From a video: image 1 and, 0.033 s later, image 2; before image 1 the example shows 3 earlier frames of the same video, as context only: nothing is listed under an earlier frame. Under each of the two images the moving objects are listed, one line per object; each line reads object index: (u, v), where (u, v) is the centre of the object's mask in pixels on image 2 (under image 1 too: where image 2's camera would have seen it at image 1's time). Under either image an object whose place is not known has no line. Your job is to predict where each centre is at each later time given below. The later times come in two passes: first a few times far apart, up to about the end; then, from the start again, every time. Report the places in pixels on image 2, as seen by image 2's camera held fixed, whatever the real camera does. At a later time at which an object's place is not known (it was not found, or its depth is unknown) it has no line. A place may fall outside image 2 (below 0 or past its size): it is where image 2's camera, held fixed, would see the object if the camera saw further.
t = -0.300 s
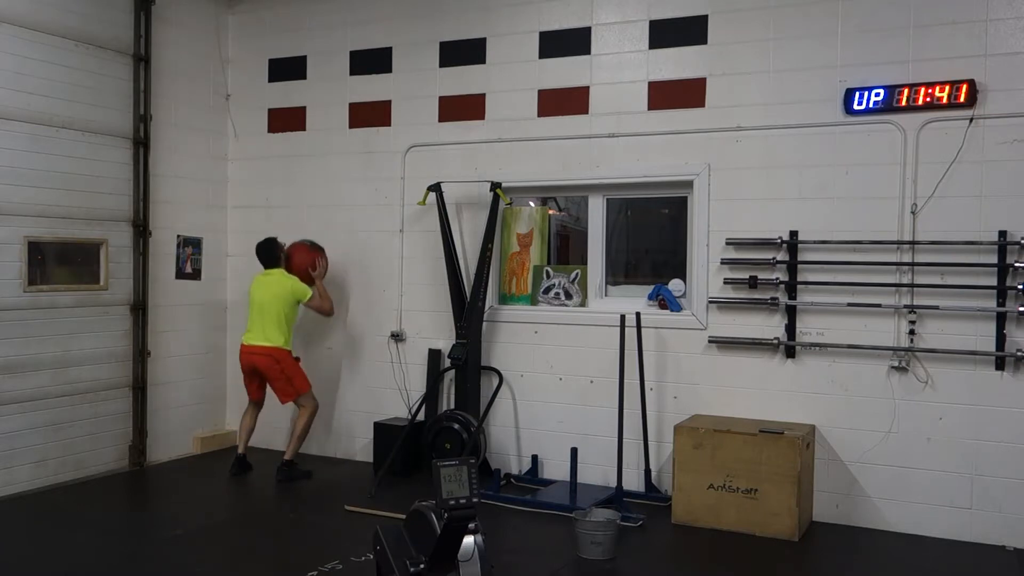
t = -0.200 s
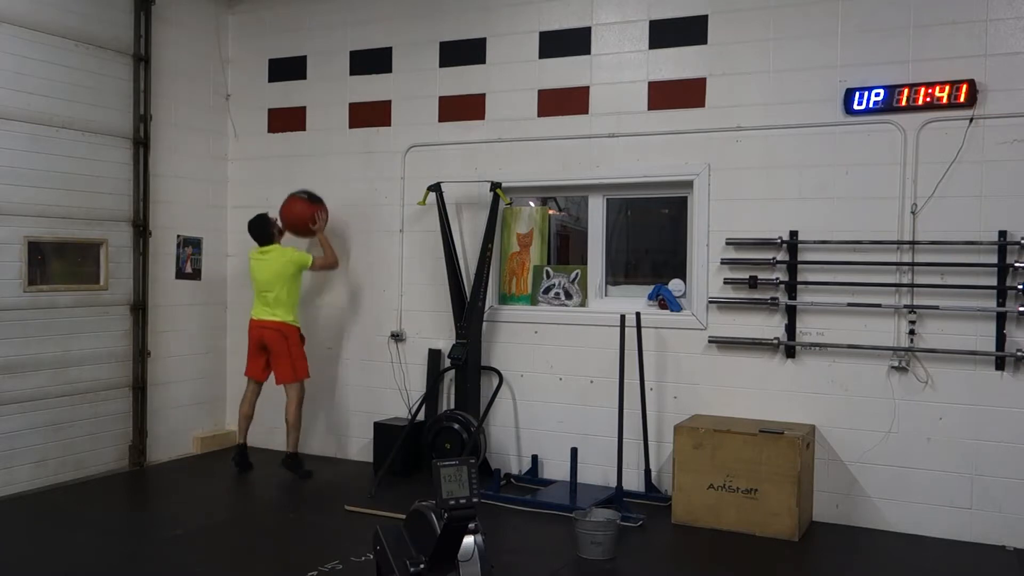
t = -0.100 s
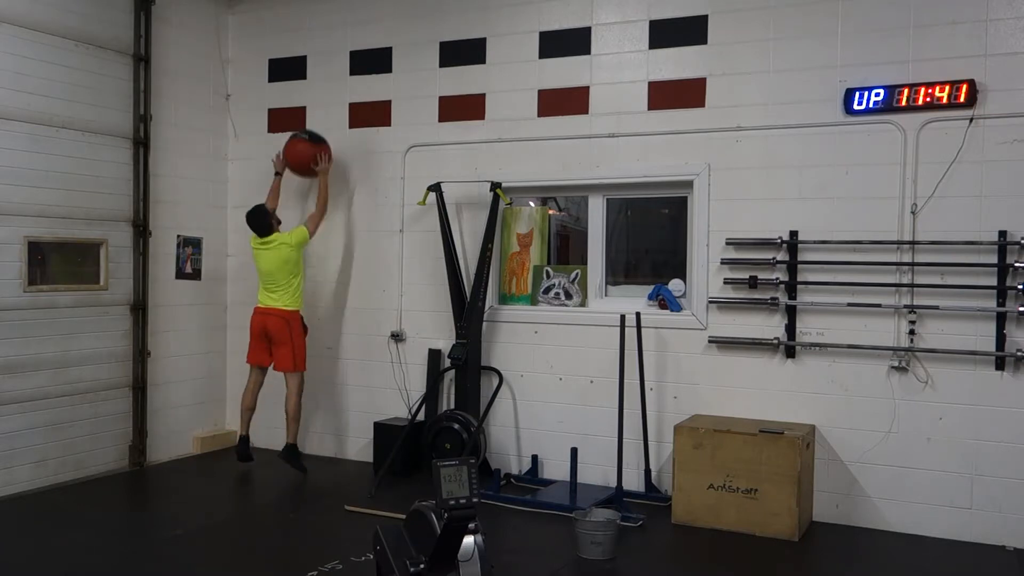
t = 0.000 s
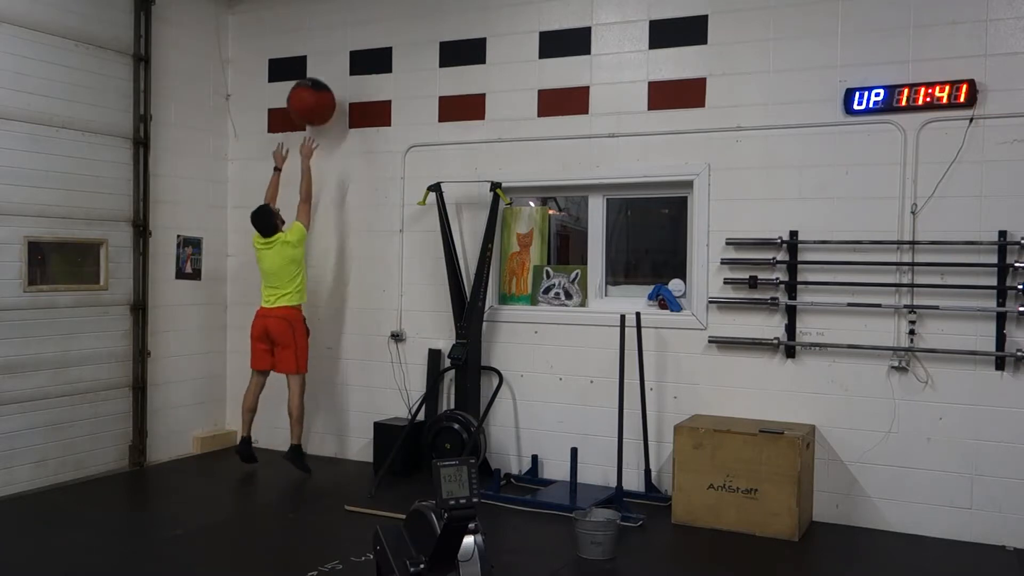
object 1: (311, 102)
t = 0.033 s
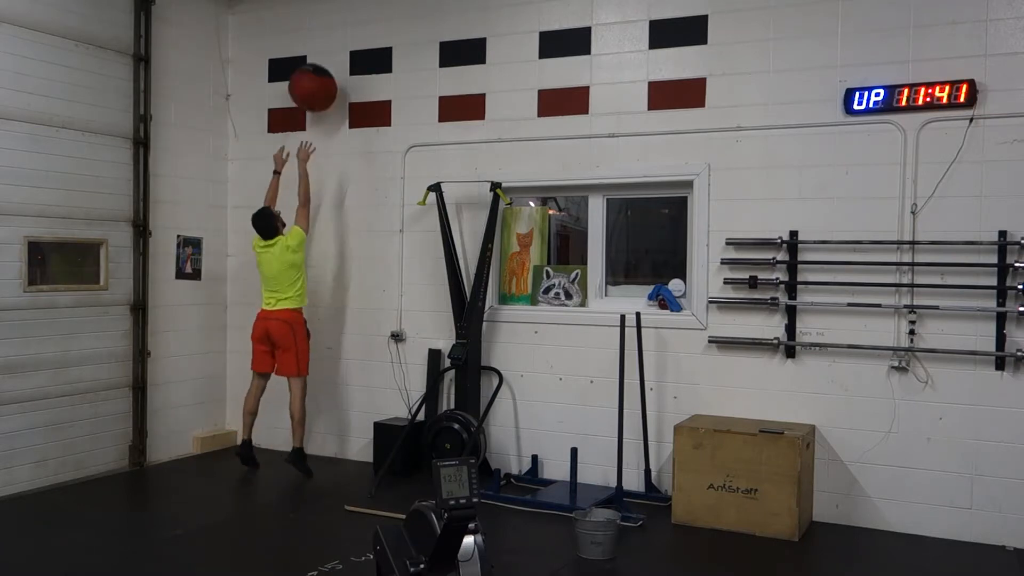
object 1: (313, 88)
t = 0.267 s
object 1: (322, 29)
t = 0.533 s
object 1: (315, 46)
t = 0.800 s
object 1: (308, 156)
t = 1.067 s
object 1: (302, 364)
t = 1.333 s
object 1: (305, 425)
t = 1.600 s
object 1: (320, 450)
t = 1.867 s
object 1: (336, 454)
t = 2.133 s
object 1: (341, 455)
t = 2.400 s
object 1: (337, 455)
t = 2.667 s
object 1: (332, 454)
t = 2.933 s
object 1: (332, 454)
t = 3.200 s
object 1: (332, 454)
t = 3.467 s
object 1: (332, 454)
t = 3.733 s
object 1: (332, 454)
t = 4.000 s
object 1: (332, 454)
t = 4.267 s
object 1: (332, 454)
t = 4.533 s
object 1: (332, 454)
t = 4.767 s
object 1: (332, 454)
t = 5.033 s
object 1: (332, 455)
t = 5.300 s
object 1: (332, 454)
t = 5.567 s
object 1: (332, 455)
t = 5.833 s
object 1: (332, 454)
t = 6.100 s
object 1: (332, 455)
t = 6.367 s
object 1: (332, 455)
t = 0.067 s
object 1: (314, 75)
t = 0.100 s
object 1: (316, 64)
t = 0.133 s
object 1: (317, 54)
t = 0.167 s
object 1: (319, 45)
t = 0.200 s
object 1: (320, 39)
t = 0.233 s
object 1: (321, 33)
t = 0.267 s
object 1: (322, 29)
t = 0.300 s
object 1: (321, 27)
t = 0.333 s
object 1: (321, 26)
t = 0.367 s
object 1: (320, 25)
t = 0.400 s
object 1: (319, 27)
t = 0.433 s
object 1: (318, 30)
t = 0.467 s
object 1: (317, 34)
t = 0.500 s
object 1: (316, 39)
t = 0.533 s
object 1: (315, 46)
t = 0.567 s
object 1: (314, 55)
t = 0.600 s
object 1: (313, 65)
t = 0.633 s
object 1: (312, 77)
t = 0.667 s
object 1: (311, 89)
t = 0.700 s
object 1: (310, 104)
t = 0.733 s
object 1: (309, 120)
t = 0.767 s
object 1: (309, 137)
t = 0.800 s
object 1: (308, 156)
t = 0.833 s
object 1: (307, 176)
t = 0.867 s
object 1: (306, 198)
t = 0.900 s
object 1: (305, 221)
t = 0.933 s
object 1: (304, 246)
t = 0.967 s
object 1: (304, 273)
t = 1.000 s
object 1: (302, 302)
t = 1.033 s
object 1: (301, 332)
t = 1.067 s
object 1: (302, 364)
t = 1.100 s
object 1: (303, 396)
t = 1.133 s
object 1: (301, 430)
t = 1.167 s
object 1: (300, 452)
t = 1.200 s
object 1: (299, 445)
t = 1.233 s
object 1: (300, 438)
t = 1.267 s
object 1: (302, 432)
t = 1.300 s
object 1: (304, 428)
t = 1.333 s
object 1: (305, 425)
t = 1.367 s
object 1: (307, 423)
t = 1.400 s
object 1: (309, 422)
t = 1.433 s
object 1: (311, 423)
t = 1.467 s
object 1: (312, 426)
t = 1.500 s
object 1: (314, 430)
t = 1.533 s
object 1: (316, 435)
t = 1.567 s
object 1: (318, 442)
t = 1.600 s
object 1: (320, 450)
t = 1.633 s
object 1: (322, 454)
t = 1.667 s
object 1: (324, 453)
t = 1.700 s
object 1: (326, 452)
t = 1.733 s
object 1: (328, 453)
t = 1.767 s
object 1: (331, 454)
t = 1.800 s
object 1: (333, 454)
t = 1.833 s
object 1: (335, 454)
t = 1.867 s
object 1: (336, 454)
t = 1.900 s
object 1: (337, 454)
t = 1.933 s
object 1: (338, 455)
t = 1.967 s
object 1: (339, 455)
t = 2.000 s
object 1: (340, 455)
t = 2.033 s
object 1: (340, 455)
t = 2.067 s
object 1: (340, 455)
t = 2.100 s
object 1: (341, 455)
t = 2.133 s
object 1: (341, 455)
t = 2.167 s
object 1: (340, 455)
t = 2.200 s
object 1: (340, 455)
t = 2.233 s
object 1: (340, 455)
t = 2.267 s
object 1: (339, 455)
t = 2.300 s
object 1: (338, 455)
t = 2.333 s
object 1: (338, 455)
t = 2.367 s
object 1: (337, 455)
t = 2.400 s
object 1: (337, 455)
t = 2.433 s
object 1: (336, 455)
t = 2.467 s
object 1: (335, 454)
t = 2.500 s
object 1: (335, 455)
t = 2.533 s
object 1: (334, 454)
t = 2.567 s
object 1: (333, 454)
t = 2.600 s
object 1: (333, 454)
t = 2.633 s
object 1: (333, 454)
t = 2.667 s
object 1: (332, 454)
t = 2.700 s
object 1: (332, 454)
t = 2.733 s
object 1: (332, 454)
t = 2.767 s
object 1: (332, 454)
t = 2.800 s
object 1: (332, 454)
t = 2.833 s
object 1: (332, 454)
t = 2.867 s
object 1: (332, 454)
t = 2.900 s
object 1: (332, 454)
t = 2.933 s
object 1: (332, 454)
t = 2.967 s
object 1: (332, 454)
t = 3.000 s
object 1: (332, 454)
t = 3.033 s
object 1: (332, 454)
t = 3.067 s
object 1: (332, 454)
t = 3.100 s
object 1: (332, 454)
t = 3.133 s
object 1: (332, 454)
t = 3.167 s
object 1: (332, 454)
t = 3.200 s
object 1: (332, 454)
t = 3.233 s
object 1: (332, 454)
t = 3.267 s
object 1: (332, 454)
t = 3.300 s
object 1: (332, 454)
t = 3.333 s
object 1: (332, 454)
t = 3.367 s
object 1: (332, 454)
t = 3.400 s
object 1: (332, 454)
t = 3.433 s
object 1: (332, 454)
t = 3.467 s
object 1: (332, 454)
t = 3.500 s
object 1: (332, 454)
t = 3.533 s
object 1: (332, 454)
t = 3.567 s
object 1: (332, 454)
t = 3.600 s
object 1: (332, 454)
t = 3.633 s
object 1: (332, 454)
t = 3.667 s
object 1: (332, 454)
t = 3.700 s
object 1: (332, 454)
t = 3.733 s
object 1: (332, 454)
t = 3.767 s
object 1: (332, 454)
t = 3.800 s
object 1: (332, 454)
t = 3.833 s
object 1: (332, 454)
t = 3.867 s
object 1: (332, 454)
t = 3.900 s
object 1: (332, 454)
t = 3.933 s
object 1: (332, 454)
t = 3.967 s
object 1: (332, 454)
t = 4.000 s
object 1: (332, 454)
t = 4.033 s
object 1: (332, 454)
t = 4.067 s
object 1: (332, 454)
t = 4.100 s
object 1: (332, 454)
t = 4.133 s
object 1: (332, 454)
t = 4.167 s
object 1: (332, 454)
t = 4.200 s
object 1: (332, 454)
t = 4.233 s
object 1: (332, 454)
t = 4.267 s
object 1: (332, 454)
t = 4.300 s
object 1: (332, 454)
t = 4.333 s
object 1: (332, 454)
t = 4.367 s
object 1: (332, 454)
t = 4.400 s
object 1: (332, 454)
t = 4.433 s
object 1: (332, 454)
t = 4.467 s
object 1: (332, 454)
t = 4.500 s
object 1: (332, 454)
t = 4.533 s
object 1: (332, 454)
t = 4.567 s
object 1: (332, 454)
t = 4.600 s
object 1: (332, 454)
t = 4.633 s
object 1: (332, 454)
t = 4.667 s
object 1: (332, 454)
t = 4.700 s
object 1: (332, 454)
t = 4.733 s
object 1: (332, 454)
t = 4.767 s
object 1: (332, 454)
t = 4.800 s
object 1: (332, 455)
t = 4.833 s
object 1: (332, 454)
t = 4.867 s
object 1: (332, 454)
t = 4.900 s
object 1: (332, 454)
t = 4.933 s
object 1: (332, 455)
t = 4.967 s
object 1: (332, 455)
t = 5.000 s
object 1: (332, 455)
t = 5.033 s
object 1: (332, 455)
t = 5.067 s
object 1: (332, 455)
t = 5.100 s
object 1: (332, 454)
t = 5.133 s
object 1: (332, 455)
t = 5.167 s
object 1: (332, 454)
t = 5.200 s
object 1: (332, 455)
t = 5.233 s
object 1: (332, 455)
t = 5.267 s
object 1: (332, 455)
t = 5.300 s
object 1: (332, 454)
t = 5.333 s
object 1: (332, 454)
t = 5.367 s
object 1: (332, 455)
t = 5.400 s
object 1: (332, 455)
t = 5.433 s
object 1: (332, 455)
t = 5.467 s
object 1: (332, 455)
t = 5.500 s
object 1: (332, 455)
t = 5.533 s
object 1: (332, 455)
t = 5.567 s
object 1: (332, 455)
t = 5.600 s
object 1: (332, 455)
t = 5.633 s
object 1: (332, 455)
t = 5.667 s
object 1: (332, 455)
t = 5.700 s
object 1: (332, 455)
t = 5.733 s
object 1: (332, 455)
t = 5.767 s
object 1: (332, 455)
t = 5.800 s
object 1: (332, 455)
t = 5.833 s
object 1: (332, 454)
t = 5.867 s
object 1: (332, 454)
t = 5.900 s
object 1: (332, 455)
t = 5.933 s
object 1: (332, 454)
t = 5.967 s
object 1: (332, 455)
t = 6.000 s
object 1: (332, 455)
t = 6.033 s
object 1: (332, 455)
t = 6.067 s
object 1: (332, 455)
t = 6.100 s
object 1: (332, 455)
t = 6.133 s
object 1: (332, 454)
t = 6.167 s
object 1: (332, 455)
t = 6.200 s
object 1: (332, 455)
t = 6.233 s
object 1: (332, 455)
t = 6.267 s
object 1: (332, 454)
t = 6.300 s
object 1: (332, 455)
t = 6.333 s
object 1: (332, 455)
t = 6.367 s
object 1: (332, 455)
